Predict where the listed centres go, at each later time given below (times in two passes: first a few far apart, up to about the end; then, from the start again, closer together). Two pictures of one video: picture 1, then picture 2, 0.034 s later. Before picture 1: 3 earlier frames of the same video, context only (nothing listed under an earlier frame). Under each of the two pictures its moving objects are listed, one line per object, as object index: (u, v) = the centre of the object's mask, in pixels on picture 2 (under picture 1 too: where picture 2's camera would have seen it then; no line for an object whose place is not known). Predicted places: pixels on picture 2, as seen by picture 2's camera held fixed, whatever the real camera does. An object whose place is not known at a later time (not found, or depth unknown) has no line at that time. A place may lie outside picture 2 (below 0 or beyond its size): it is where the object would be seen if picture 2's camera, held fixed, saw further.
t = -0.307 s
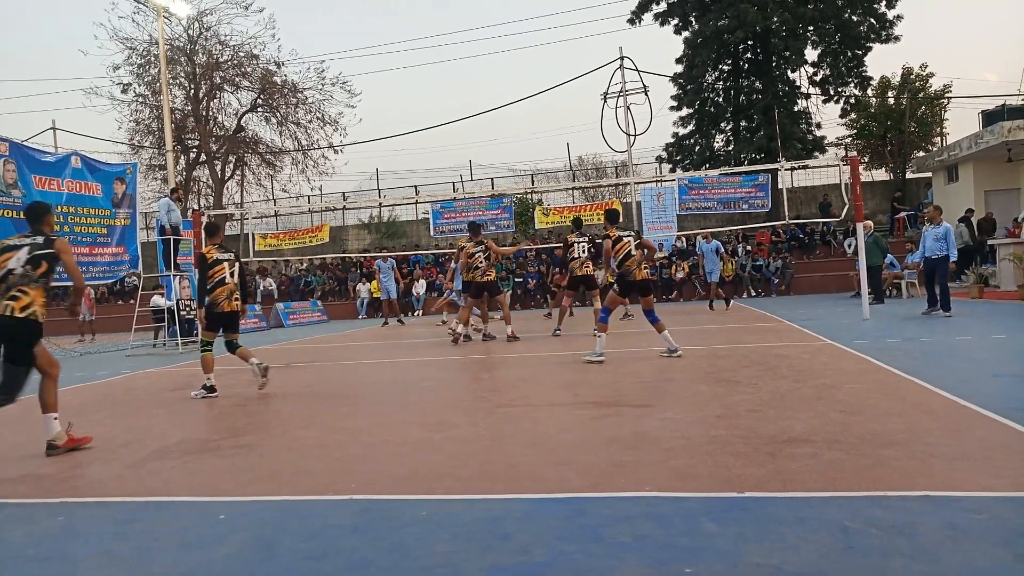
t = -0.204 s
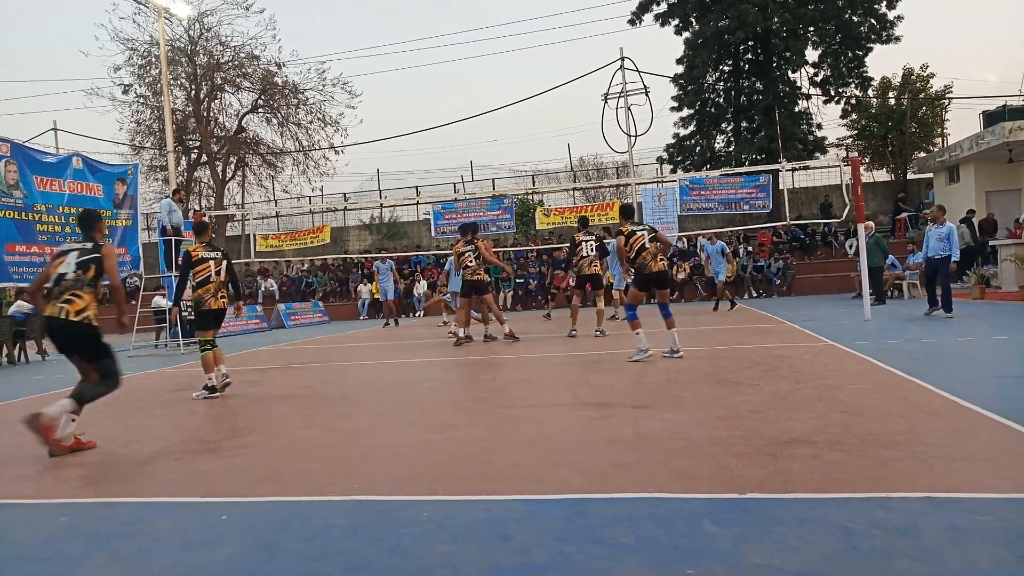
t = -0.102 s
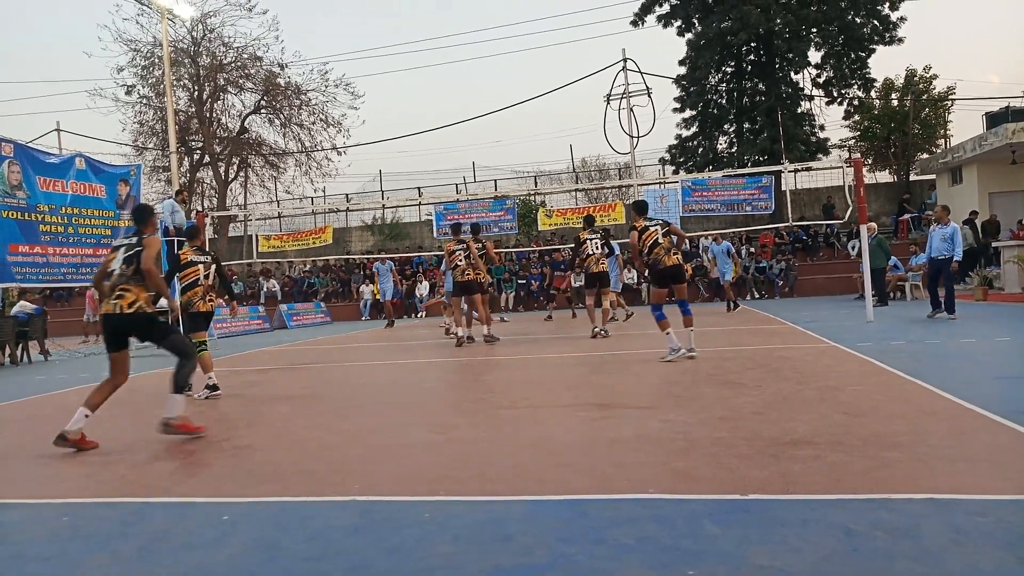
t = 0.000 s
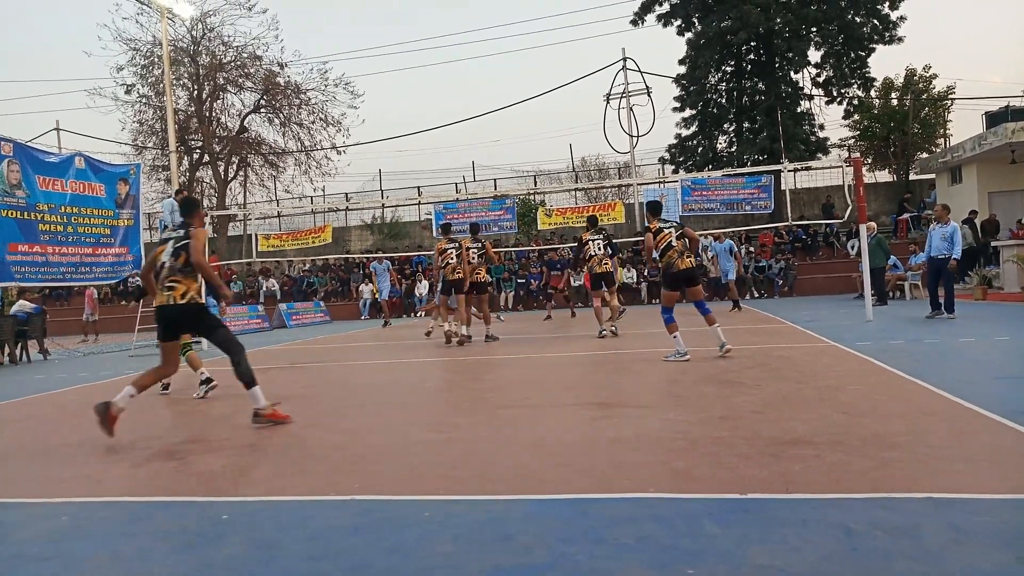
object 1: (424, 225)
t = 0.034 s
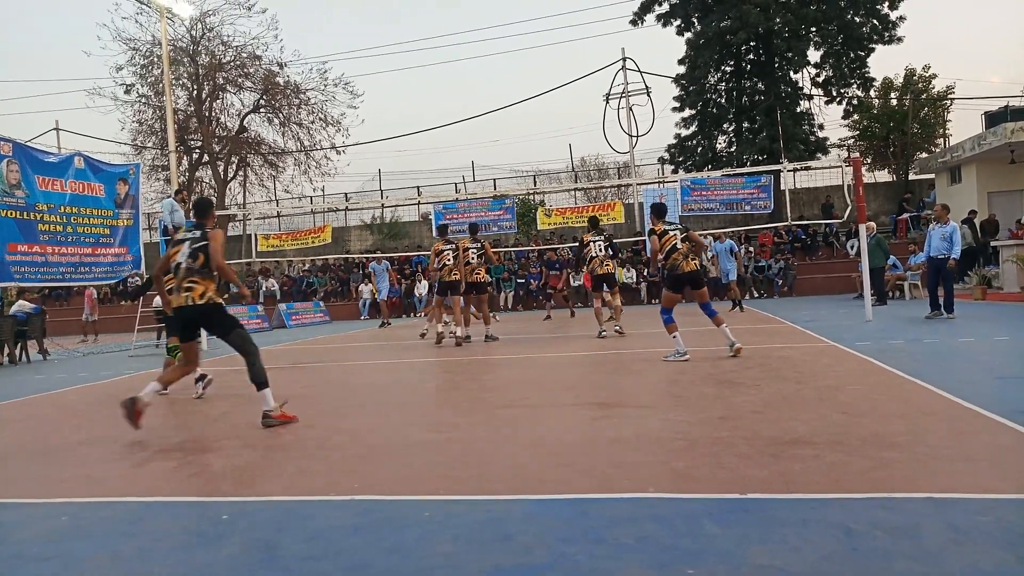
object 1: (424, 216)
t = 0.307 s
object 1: (424, 158)
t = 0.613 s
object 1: (426, 130)
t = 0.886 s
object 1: (430, 144)
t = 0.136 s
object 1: (424, 191)
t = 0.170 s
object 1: (424, 183)
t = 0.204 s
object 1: (424, 176)
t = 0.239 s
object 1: (424, 169)
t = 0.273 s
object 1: (424, 163)
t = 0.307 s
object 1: (424, 158)
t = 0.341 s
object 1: (424, 153)
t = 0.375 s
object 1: (424, 148)
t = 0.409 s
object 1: (424, 144)
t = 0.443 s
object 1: (424, 141)
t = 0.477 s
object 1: (424, 138)
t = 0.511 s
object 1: (425, 133)
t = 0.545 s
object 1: (425, 132)
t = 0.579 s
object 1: (426, 131)
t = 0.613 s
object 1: (426, 130)
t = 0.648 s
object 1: (426, 130)
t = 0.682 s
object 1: (427, 131)
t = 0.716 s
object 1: (427, 132)
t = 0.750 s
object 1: (428, 133)
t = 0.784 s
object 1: (428, 135)
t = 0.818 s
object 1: (429, 137)
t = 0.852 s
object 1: (429, 140)
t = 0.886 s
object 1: (430, 144)
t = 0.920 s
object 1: (430, 147)
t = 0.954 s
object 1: (431, 152)
